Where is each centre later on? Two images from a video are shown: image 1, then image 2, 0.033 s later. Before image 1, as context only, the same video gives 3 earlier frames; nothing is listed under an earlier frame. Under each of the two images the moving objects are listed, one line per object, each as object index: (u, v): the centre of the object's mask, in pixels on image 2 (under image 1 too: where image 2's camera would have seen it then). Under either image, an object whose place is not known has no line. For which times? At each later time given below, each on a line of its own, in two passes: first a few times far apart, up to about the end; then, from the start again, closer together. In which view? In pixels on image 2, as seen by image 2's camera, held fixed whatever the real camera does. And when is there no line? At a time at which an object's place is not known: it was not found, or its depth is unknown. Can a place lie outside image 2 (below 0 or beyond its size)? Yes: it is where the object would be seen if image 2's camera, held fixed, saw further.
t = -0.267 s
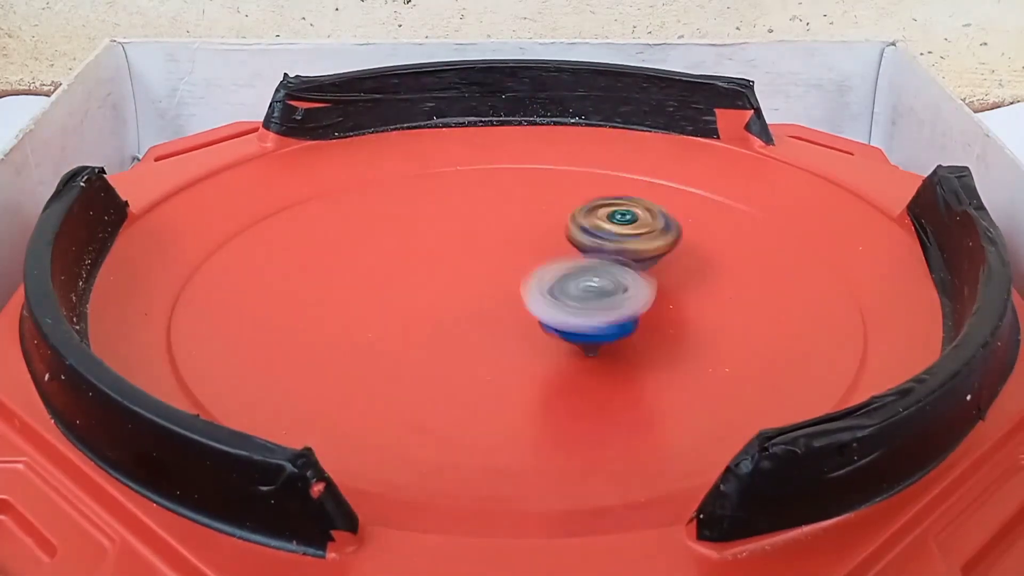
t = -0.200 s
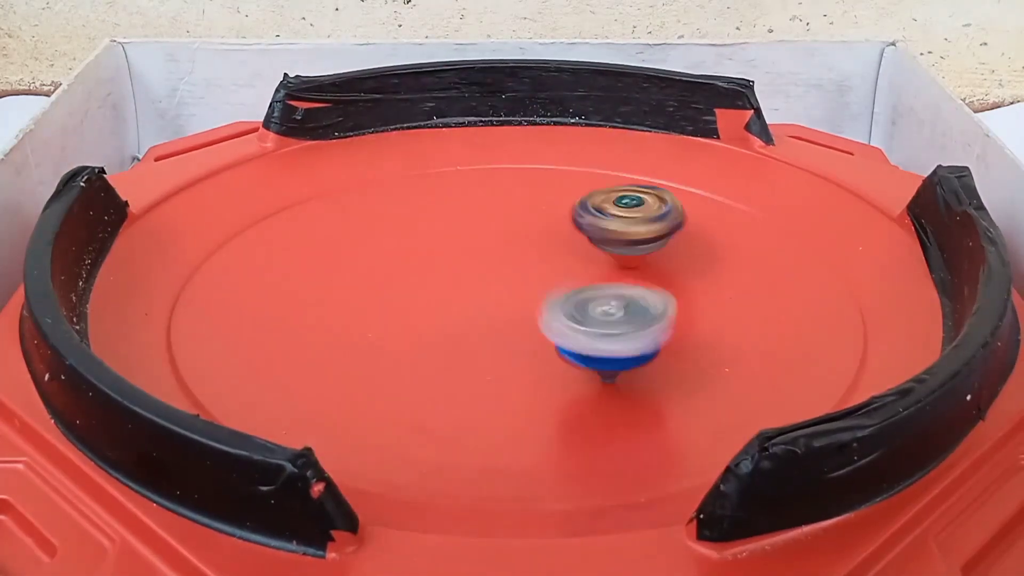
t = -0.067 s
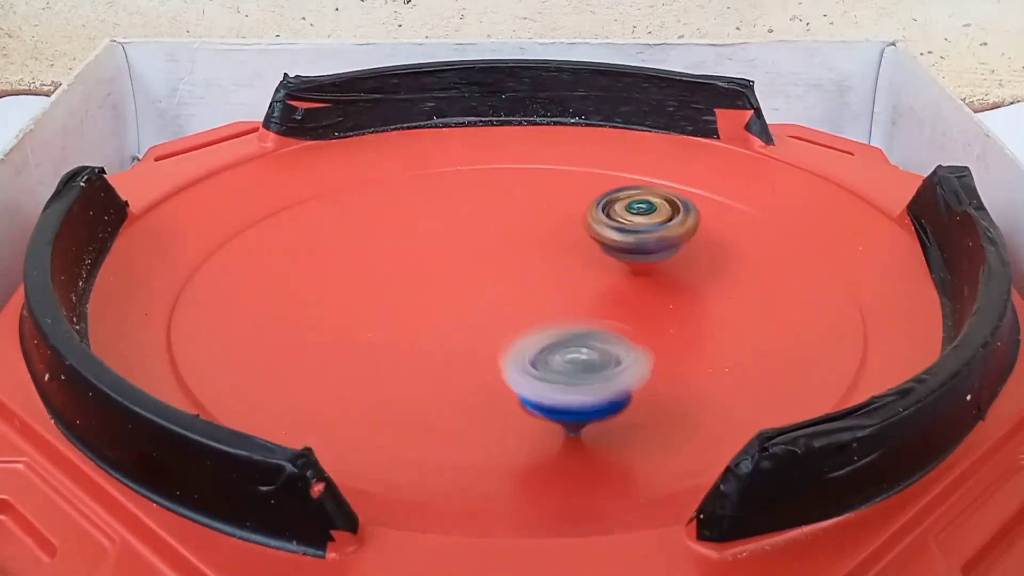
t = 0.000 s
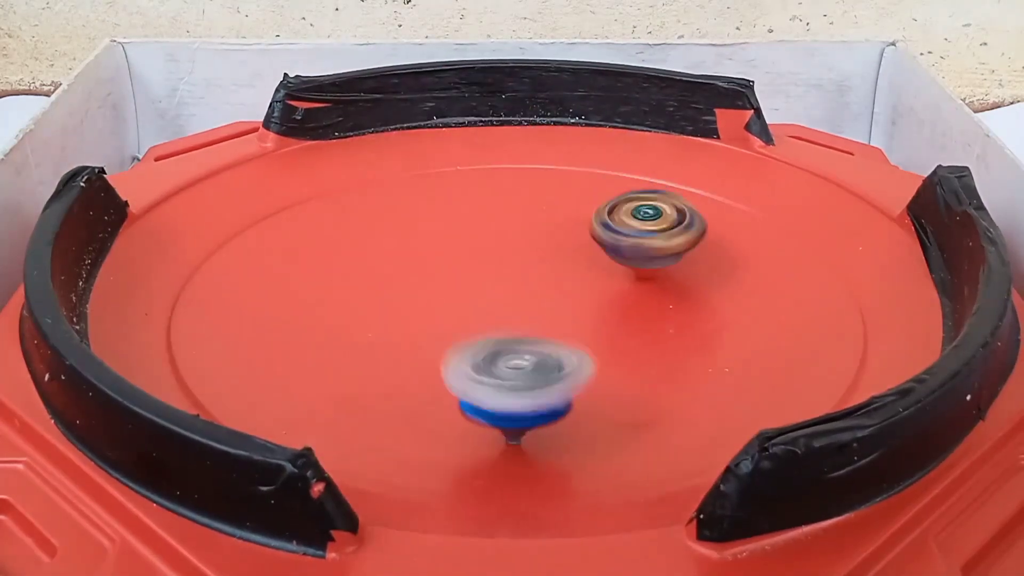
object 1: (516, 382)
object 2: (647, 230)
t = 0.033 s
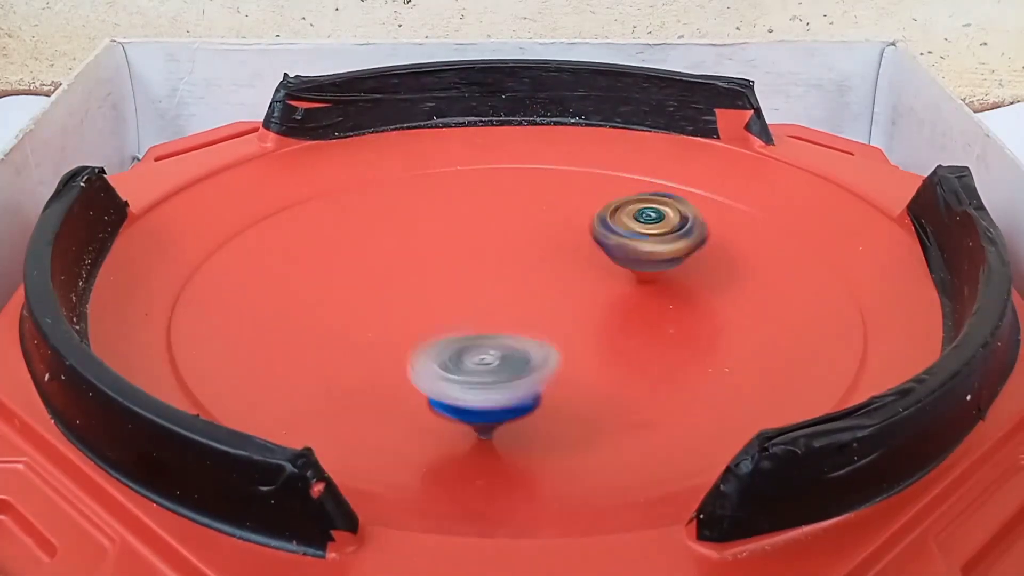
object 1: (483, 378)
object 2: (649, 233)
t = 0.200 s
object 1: (416, 310)
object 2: (652, 250)
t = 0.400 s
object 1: (543, 230)
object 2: (644, 274)
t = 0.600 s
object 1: (732, 229)
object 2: (635, 298)
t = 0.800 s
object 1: (763, 330)
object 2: (596, 326)
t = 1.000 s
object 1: (591, 383)
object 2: (509, 325)
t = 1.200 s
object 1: (500, 391)
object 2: (426, 282)
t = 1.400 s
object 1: (530, 314)
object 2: (404, 268)
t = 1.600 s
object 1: (701, 276)
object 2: (401, 263)
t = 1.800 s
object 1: (790, 296)
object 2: (418, 265)
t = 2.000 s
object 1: (621, 311)
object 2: (454, 266)
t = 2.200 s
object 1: (715, 288)
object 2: (307, 196)
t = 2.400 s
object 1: (824, 296)
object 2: (297, 150)
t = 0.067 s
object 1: (456, 370)
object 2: (650, 236)
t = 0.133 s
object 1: (420, 343)
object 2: (651, 243)
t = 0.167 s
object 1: (413, 327)
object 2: (651, 246)
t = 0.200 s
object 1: (416, 310)
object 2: (652, 250)
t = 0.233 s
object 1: (423, 293)
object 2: (651, 254)
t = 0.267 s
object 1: (440, 278)
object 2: (650, 258)
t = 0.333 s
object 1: (485, 250)
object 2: (646, 266)
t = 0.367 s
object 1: (512, 239)
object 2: (645, 270)
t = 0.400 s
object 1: (543, 230)
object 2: (644, 274)
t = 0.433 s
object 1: (571, 221)
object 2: (643, 277)
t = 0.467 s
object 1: (606, 214)
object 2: (641, 282)
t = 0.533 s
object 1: (674, 216)
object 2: (636, 291)
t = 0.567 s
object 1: (704, 222)
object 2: (635, 294)
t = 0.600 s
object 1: (732, 229)
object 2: (635, 298)
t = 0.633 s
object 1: (755, 242)
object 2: (633, 302)
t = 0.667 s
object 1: (771, 257)
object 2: (631, 306)
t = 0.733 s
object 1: (772, 296)
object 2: (627, 314)
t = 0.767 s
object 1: (758, 314)
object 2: (622, 318)
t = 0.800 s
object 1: (763, 330)
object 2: (596, 326)
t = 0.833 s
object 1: (754, 346)
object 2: (574, 325)
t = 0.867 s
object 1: (729, 360)
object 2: (557, 328)
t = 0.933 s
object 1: (658, 379)
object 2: (542, 330)
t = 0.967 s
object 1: (609, 381)
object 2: (530, 324)
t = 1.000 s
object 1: (591, 383)
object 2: (509, 325)
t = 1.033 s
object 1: (585, 394)
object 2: (485, 310)
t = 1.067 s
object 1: (570, 400)
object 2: (462, 302)
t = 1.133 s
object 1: (536, 402)
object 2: (435, 287)
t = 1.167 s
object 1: (516, 400)
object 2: (431, 284)
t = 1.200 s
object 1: (500, 391)
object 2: (426, 282)
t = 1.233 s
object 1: (485, 378)
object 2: (423, 280)
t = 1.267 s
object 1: (483, 365)
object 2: (419, 279)
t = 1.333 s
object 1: (493, 334)
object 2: (415, 274)
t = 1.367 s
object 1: (509, 324)
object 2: (409, 275)
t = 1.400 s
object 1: (530, 314)
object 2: (404, 268)
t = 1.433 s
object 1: (559, 306)
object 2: (401, 266)
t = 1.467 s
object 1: (584, 299)
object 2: (401, 265)
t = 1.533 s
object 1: (644, 285)
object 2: (398, 264)
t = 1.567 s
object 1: (670, 280)
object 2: (399, 264)
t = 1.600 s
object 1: (701, 276)
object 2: (401, 263)
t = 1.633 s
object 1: (730, 272)
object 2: (401, 263)
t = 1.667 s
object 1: (751, 272)
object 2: (404, 263)
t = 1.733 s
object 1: (789, 279)
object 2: (409, 265)
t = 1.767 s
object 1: (792, 286)
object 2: (415, 265)
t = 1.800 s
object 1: (790, 296)
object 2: (418, 265)
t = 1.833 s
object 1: (776, 304)
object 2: (425, 265)
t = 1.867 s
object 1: (749, 313)
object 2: (430, 265)
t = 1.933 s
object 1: (690, 322)
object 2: (443, 266)
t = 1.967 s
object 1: (653, 318)
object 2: (449, 266)
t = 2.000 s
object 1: (621, 311)
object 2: (454, 266)
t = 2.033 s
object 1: (593, 304)
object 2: (461, 265)
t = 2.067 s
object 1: (573, 293)
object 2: (465, 264)
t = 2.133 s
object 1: (653, 292)
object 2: (369, 230)
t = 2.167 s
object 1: (686, 290)
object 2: (333, 213)
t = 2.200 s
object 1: (715, 288)
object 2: (307, 196)
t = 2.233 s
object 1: (740, 287)
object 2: (292, 181)
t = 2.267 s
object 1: (764, 287)
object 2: (282, 167)
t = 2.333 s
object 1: (804, 288)
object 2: (286, 150)
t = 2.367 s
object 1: (817, 291)
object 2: (292, 150)
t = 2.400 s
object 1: (824, 296)
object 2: (297, 150)
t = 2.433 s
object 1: (821, 303)
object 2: (307, 153)
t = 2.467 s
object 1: (810, 309)
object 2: (318, 161)
